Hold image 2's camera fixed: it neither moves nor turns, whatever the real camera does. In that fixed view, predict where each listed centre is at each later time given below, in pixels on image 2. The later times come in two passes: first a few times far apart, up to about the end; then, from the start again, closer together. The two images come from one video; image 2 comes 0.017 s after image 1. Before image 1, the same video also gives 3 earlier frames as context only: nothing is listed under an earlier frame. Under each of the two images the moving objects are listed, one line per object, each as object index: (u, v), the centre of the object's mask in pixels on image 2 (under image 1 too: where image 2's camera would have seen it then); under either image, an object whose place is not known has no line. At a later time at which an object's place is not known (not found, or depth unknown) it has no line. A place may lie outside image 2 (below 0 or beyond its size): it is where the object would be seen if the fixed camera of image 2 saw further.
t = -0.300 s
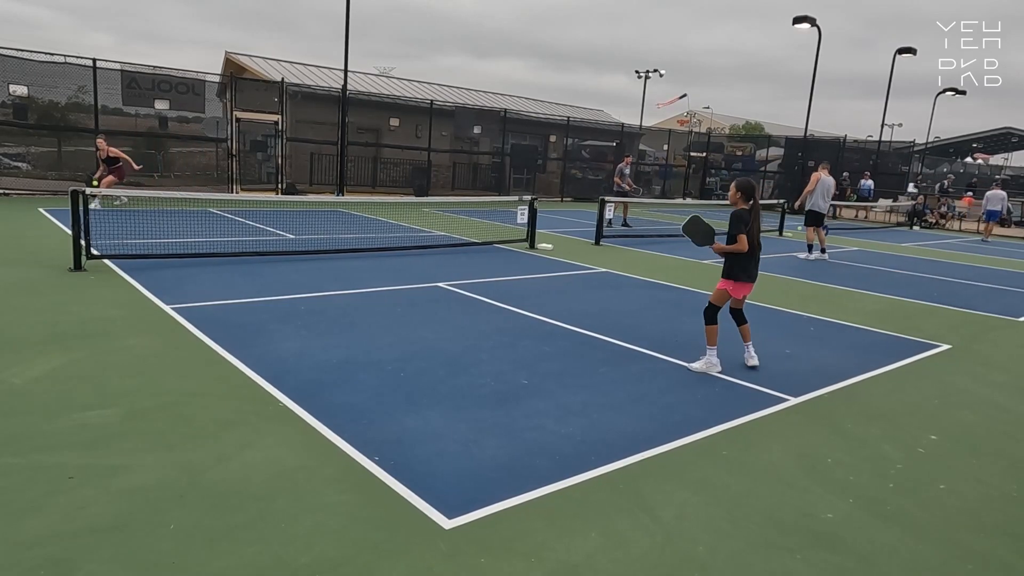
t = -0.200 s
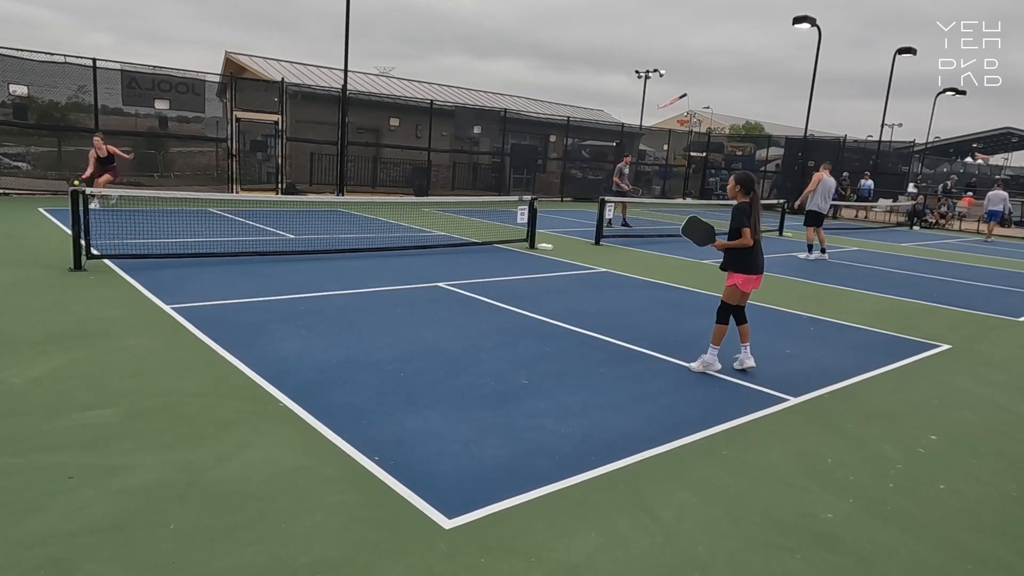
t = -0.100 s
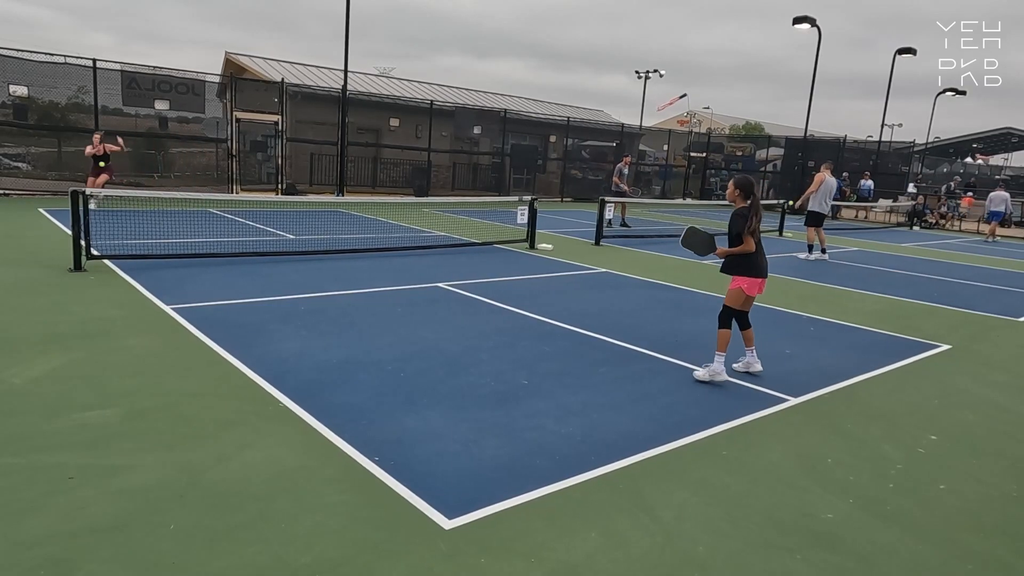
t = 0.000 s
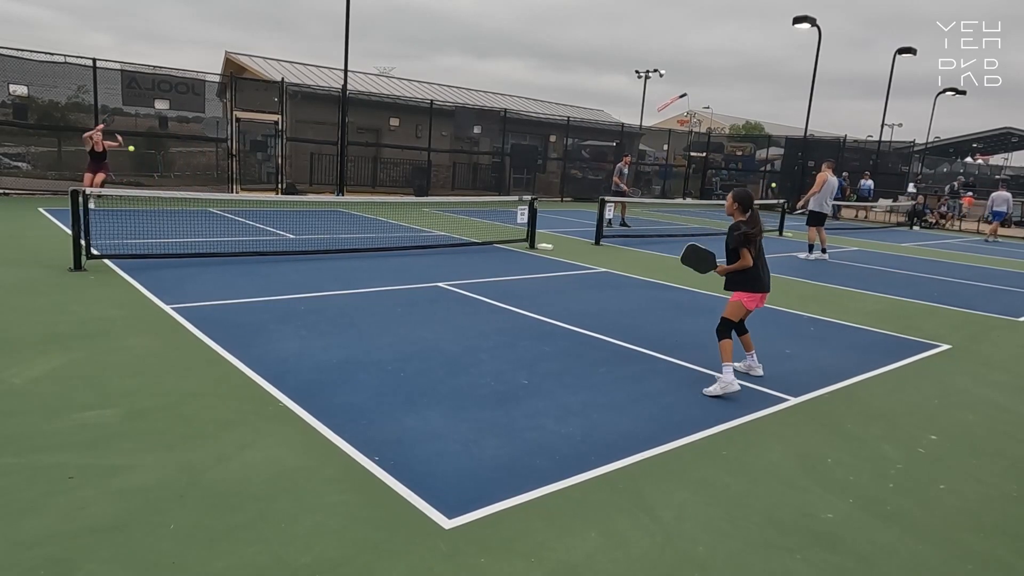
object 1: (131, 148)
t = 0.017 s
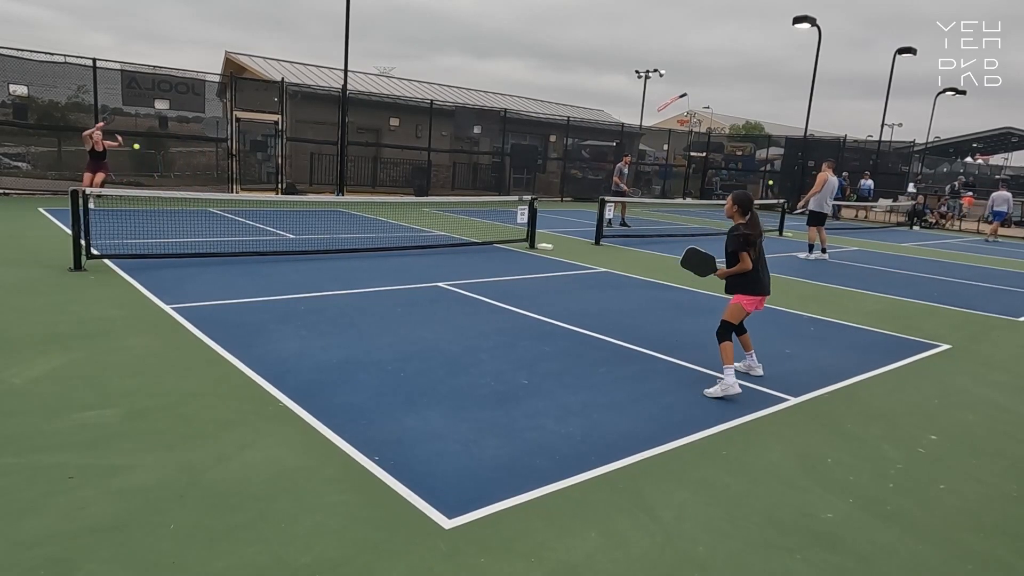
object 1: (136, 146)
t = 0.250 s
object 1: (216, 138)
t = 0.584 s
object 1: (358, 212)
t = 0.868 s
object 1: (491, 299)
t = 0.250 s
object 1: (216, 138)
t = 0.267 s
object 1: (222, 139)
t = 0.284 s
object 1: (228, 140)
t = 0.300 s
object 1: (235, 142)
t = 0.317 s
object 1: (241, 144)
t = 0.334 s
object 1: (248, 146)
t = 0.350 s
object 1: (255, 148)
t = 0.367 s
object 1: (261, 150)
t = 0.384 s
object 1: (268, 153)
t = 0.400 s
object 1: (276, 156)
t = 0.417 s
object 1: (282, 160)
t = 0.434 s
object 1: (290, 163)
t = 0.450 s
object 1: (297, 167)
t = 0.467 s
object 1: (304, 172)
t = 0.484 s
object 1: (312, 177)
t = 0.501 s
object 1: (319, 182)
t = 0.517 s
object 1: (327, 187)
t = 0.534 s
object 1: (335, 192)
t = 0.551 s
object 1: (343, 199)
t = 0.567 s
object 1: (350, 205)
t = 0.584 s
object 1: (358, 212)
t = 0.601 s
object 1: (367, 219)
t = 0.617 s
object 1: (375, 226)
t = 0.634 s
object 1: (383, 235)
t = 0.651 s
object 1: (391, 243)
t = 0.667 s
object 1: (400, 251)
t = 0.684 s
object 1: (408, 261)
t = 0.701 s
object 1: (417, 270)
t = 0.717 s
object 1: (425, 280)
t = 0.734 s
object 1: (434, 290)
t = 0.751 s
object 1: (443, 301)
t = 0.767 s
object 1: (451, 312)
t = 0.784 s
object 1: (459, 320)
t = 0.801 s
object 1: (466, 315)
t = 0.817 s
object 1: (472, 311)
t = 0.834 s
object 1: (478, 306)
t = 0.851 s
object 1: (484, 302)
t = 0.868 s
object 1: (491, 299)
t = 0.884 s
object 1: (498, 296)
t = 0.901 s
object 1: (505, 293)
